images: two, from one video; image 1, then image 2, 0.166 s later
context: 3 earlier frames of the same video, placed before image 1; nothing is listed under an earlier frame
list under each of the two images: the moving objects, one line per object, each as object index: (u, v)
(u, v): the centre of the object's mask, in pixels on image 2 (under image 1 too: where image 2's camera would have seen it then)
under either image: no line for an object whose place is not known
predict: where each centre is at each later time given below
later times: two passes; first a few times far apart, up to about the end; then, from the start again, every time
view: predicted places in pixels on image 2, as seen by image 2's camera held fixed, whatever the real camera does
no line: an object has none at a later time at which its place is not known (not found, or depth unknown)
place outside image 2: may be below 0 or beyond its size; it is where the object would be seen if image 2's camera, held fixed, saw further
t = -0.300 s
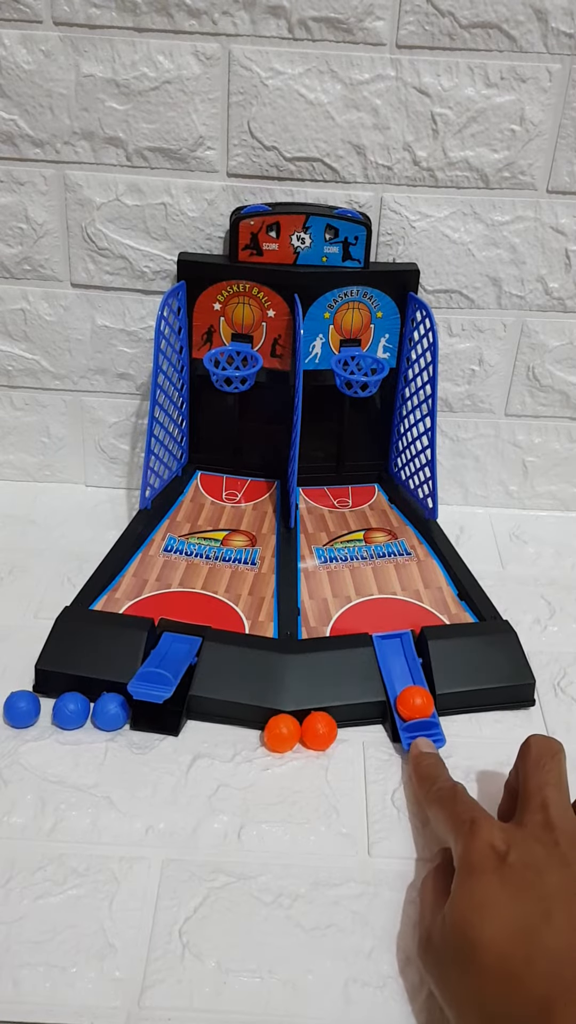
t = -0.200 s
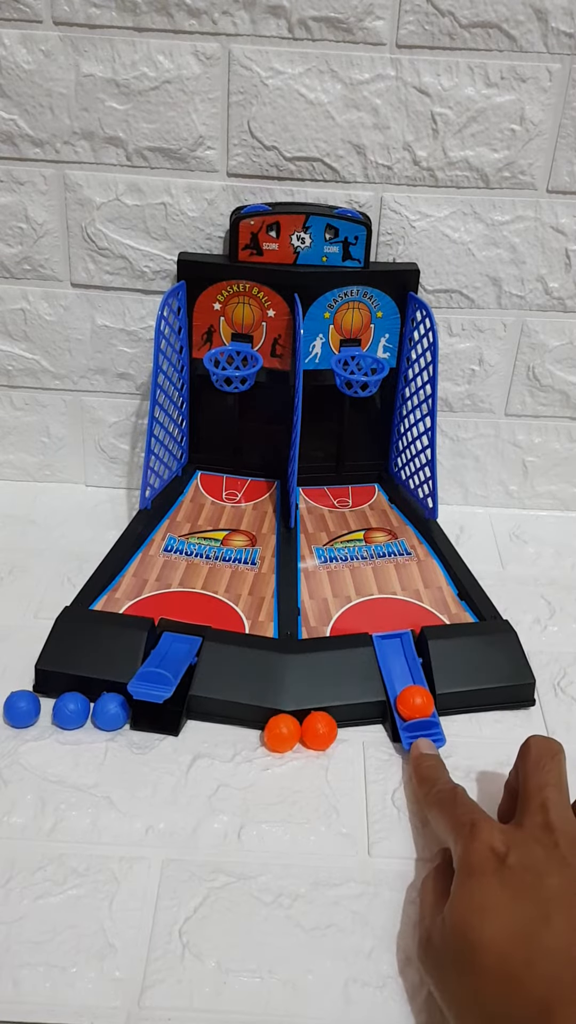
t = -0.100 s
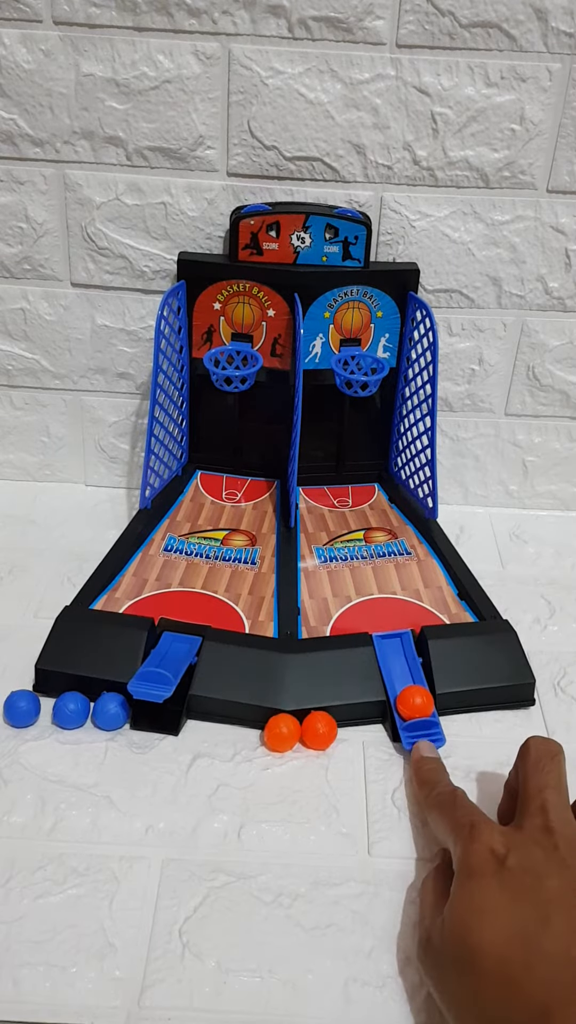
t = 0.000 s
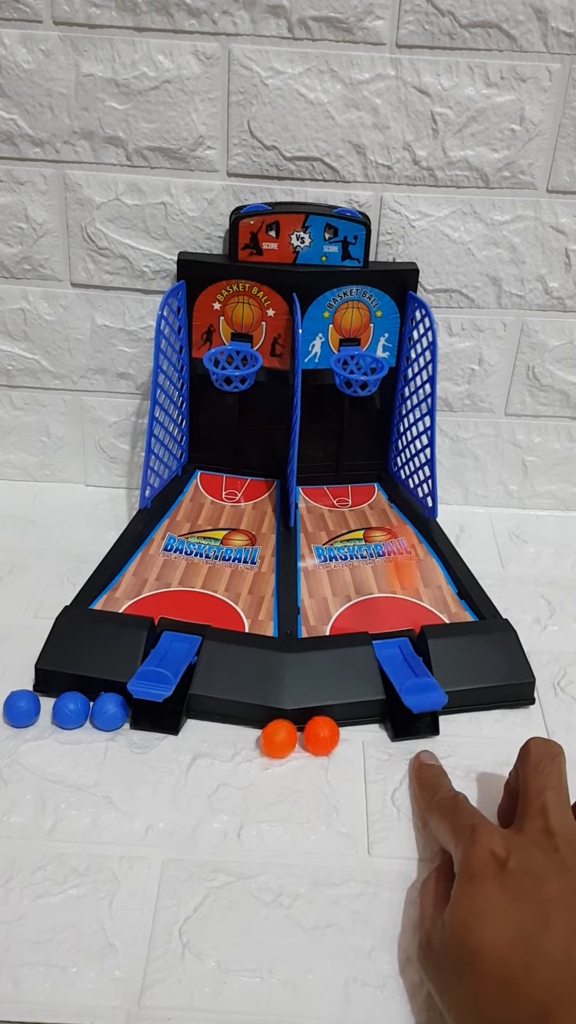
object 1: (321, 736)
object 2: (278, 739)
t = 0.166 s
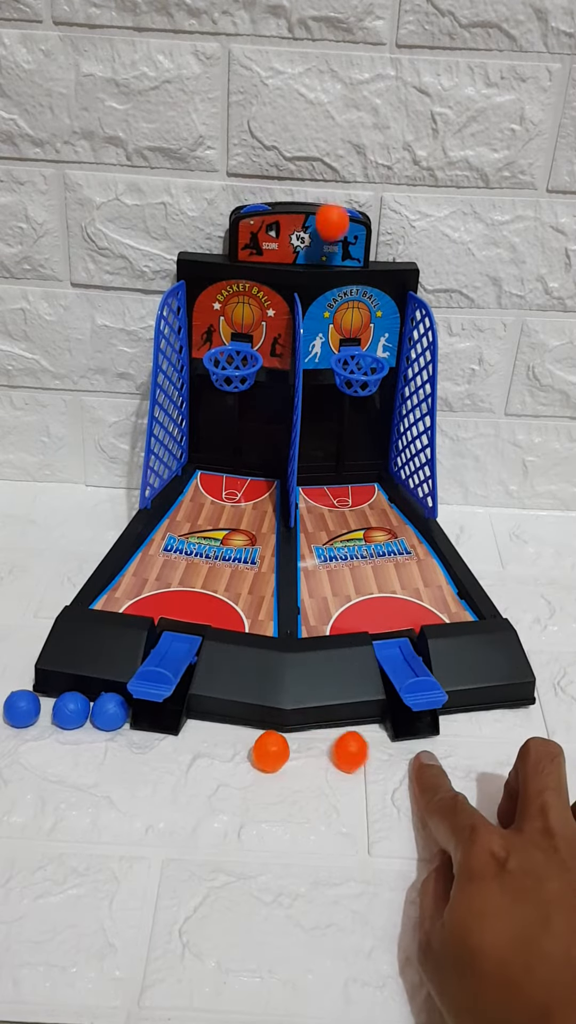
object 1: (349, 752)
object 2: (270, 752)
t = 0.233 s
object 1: (368, 753)
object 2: (269, 746)
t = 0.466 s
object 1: (377, 740)
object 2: (262, 730)
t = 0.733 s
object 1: (361, 735)
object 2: (269, 733)
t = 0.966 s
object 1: (358, 735)
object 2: (268, 731)
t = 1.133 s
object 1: (358, 735)
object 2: (268, 731)
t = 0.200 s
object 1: (360, 753)
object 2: (269, 750)
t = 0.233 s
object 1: (368, 753)
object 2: (269, 746)
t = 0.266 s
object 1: (373, 752)
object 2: (270, 742)
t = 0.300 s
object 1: (379, 750)
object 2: (272, 738)
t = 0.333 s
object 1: (380, 749)
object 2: (271, 732)
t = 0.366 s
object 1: (380, 748)
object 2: (267, 731)
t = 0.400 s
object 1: (381, 745)
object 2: (264, 731)
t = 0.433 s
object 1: (379, 742)
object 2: (263, 730)
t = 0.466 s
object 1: (377, 740)
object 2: (262, 730)
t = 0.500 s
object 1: (373, 738)
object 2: (263, 730)
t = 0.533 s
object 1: (369, 737)
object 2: (264, 731)
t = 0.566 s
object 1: (361, 738)
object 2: (264, 731)
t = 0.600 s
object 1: (355, 737)
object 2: (265, 731)
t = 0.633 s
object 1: (351, 735)
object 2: (266, 732)
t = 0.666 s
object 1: (351, 735)
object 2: (268, 732)
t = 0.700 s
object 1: (356, 736)
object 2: (269, 733)
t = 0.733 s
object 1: (361, 735)
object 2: (269, 733)
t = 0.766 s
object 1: (362, 734)
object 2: (269, 733)
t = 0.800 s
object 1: (361, 733)
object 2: (268, 732)
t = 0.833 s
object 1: (357, 734)
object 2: (268, 731)
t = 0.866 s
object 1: (356, 735)
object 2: (268, 731)
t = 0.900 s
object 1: (359, 735)
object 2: (268, 731)
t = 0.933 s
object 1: (360, 735)
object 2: (268, 731)
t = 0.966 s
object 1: (358, 735)
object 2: (268, 731)
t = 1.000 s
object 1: (358, 735)
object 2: (268, 731)
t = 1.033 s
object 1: (359, 735)
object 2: (268, 731)
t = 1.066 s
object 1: (359, 736)
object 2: (268, 731)
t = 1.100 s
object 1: (359, 736)
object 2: (268, 731)
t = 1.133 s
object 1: (358, 735)
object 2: (268, 731)
